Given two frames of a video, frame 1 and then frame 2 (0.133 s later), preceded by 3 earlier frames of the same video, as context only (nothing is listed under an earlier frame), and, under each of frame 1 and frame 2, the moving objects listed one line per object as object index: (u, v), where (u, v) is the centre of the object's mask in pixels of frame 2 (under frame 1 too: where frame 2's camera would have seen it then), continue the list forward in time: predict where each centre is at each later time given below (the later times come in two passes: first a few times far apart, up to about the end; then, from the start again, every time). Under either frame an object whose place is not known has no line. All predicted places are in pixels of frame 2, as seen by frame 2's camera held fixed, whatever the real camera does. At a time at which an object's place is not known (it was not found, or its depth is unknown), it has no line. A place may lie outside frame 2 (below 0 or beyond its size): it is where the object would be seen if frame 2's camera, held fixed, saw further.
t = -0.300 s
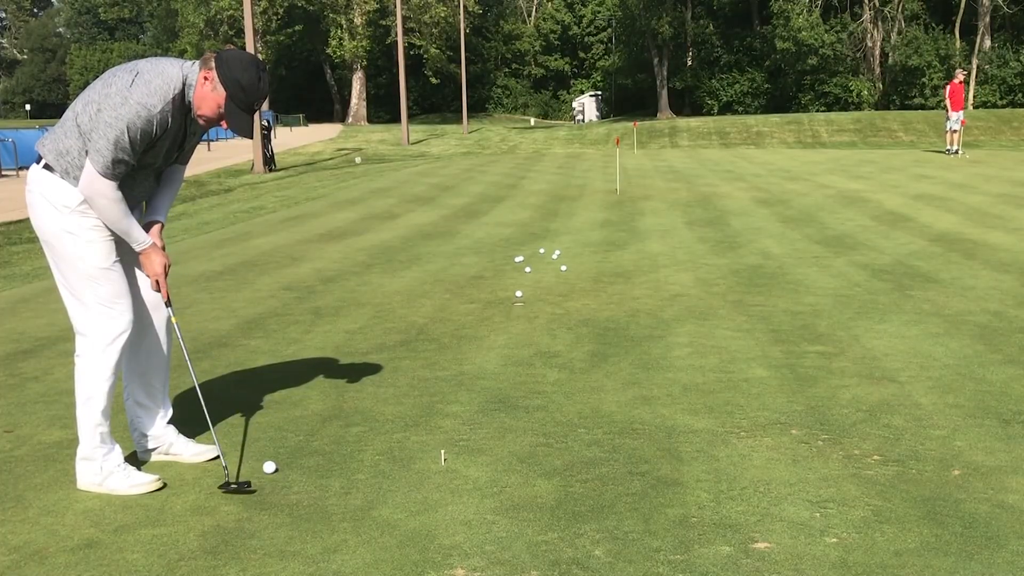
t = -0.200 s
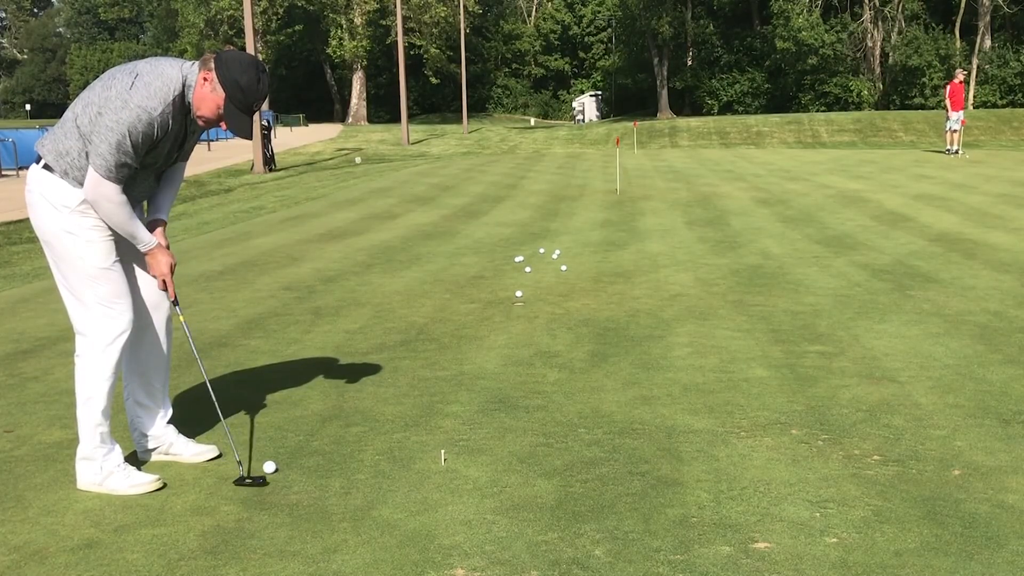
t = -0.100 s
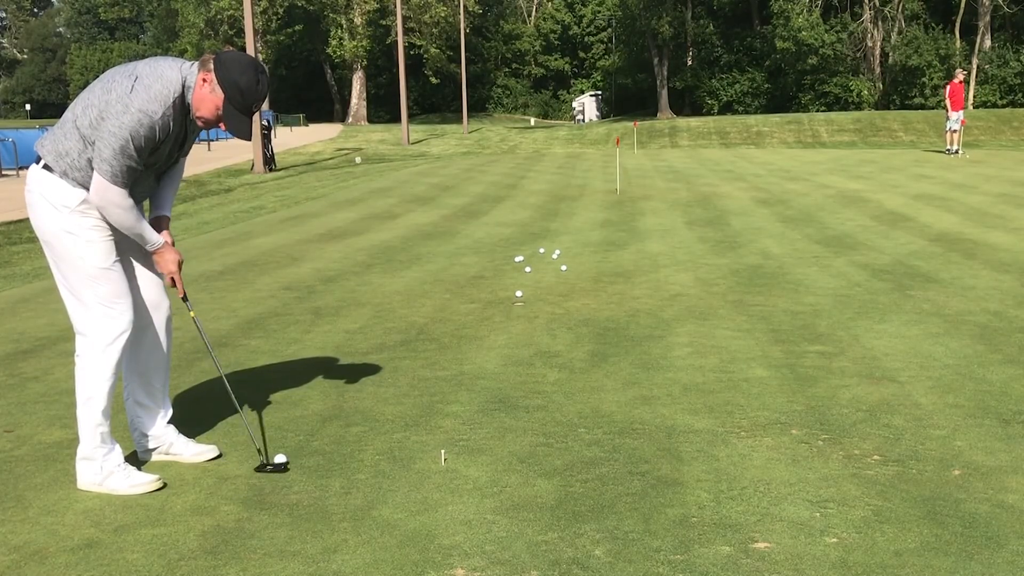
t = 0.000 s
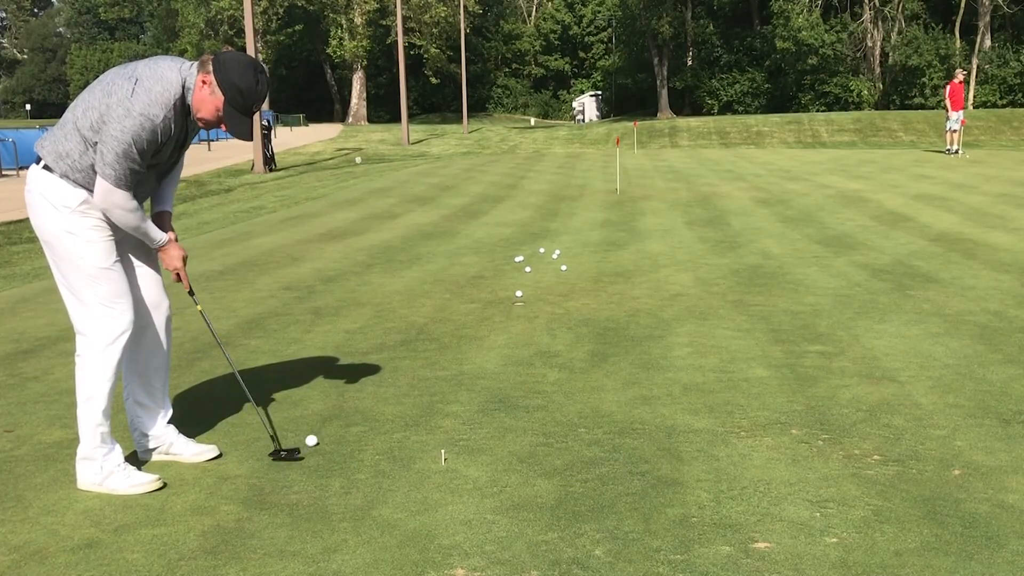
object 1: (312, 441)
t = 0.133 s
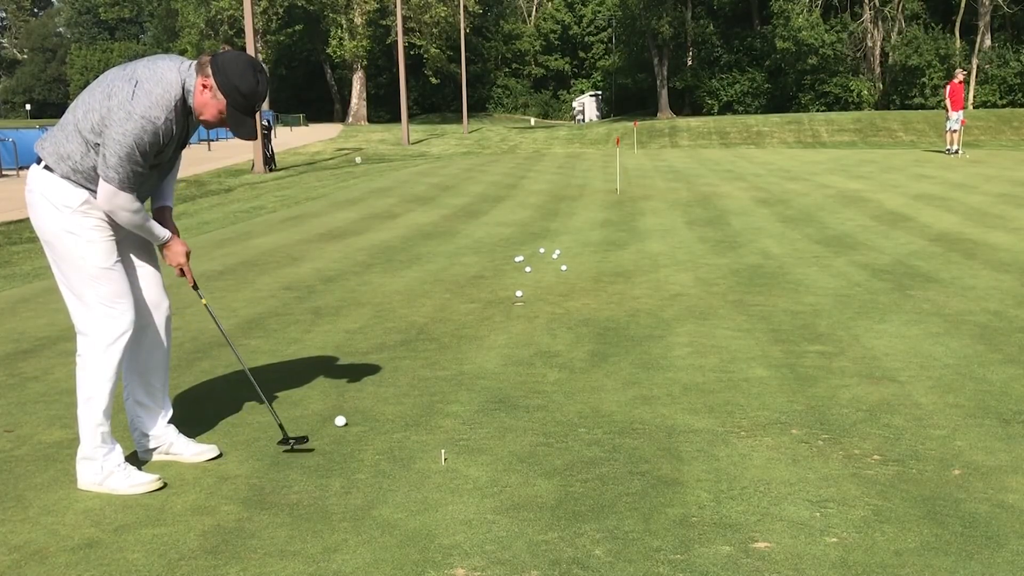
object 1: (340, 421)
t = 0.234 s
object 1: (359, 409)
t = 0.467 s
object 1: (394, 386)
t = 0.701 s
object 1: (421, 367)
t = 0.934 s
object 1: (443, 351)
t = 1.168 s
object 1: (462, 338)
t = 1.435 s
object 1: (479, 326)
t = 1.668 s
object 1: (492, 317)
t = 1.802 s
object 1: (498, 313)
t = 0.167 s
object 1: (347, 417)
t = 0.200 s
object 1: (353, 413)
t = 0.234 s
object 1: (359, 409)
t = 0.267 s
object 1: (364, 405)
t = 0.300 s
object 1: (370, 401)
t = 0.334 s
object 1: (375, 398)
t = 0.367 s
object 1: (380, 395)
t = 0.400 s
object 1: (385, 392)
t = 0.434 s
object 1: (389, 388)
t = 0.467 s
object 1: (394, 386)
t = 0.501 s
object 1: (398, 383)
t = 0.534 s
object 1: (403, 380)
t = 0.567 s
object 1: (407, 377)
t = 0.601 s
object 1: (411, 374)
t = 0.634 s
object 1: (414, 371)
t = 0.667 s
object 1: (418, 369)
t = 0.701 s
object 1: (421, 367)
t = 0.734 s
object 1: (425, 364)
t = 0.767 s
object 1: (428, 362)
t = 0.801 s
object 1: (431, 360)
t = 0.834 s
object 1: (434, 357)
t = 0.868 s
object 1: (437, 355)
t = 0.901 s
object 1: (441, 353)
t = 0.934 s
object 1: (443, 351)
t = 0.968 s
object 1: (446, 349)
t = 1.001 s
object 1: (450, 347)
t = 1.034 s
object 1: (452, 346)
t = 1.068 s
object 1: (455, 343)
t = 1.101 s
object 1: (457, 342)
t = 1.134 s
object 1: (460, 340)
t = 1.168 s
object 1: (462, 338)
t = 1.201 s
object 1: (465, 337)
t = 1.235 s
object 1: (467, 335)
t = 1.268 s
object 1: (469, 334)
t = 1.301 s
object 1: (471, 332)
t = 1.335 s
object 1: (473, 330)
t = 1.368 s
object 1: (475, 329)
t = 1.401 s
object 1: (477, 327)
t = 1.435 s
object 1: (479, 326)
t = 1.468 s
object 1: (481, 325)
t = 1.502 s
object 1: (483, 324)
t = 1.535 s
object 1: (485, 322)
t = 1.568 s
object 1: (487, 321)
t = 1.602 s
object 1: (489, 319)
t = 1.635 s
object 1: (490, 318)
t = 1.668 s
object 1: (492, 317)
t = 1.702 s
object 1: (493, 316)
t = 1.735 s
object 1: (495, 315)
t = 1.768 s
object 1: (496, 314)
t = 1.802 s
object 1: (498, 313)
